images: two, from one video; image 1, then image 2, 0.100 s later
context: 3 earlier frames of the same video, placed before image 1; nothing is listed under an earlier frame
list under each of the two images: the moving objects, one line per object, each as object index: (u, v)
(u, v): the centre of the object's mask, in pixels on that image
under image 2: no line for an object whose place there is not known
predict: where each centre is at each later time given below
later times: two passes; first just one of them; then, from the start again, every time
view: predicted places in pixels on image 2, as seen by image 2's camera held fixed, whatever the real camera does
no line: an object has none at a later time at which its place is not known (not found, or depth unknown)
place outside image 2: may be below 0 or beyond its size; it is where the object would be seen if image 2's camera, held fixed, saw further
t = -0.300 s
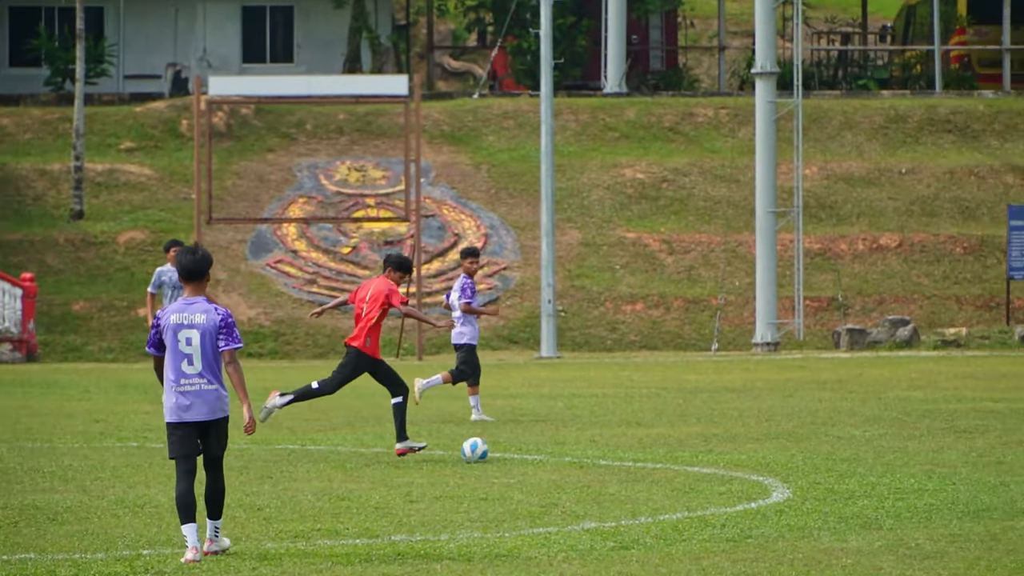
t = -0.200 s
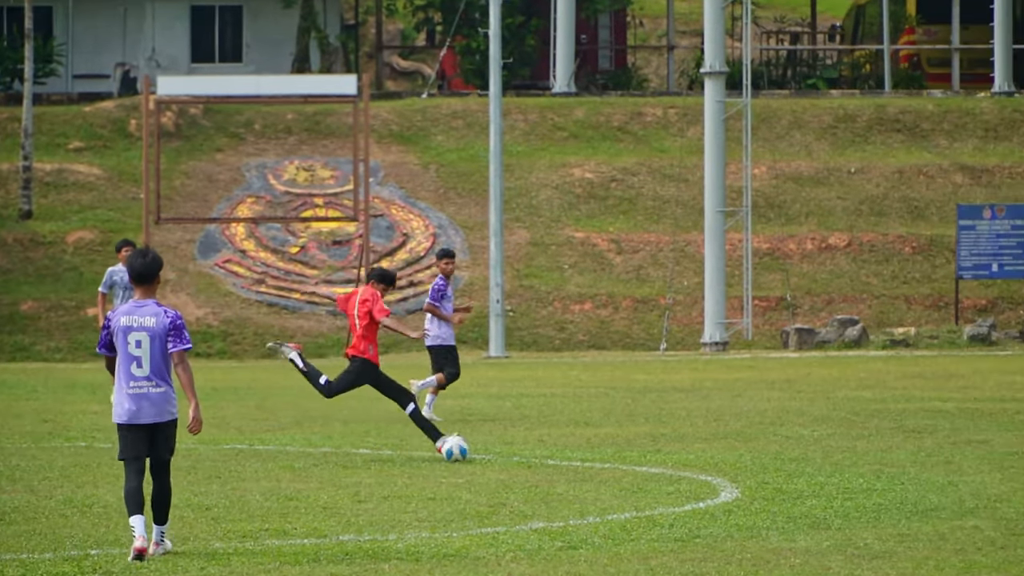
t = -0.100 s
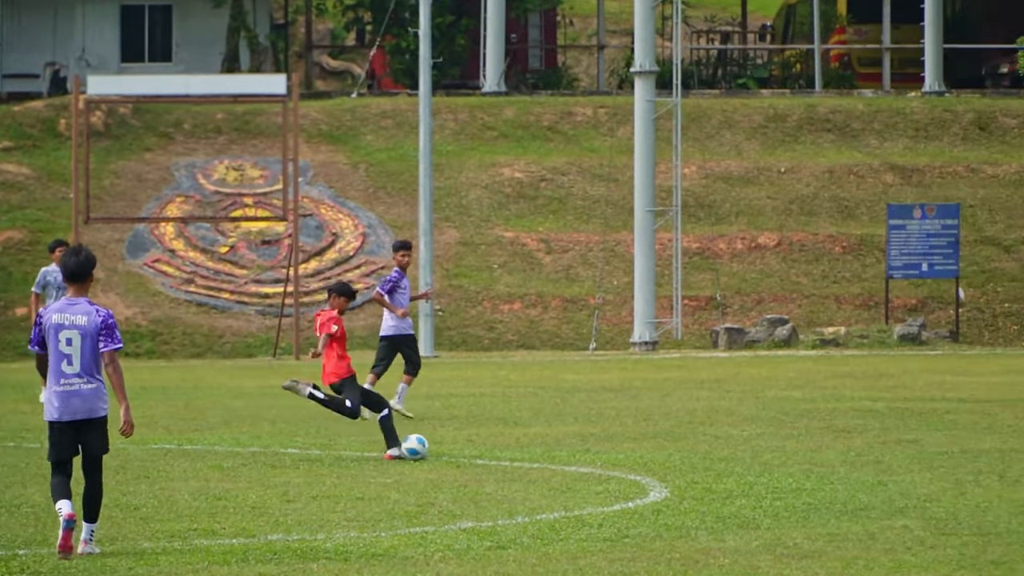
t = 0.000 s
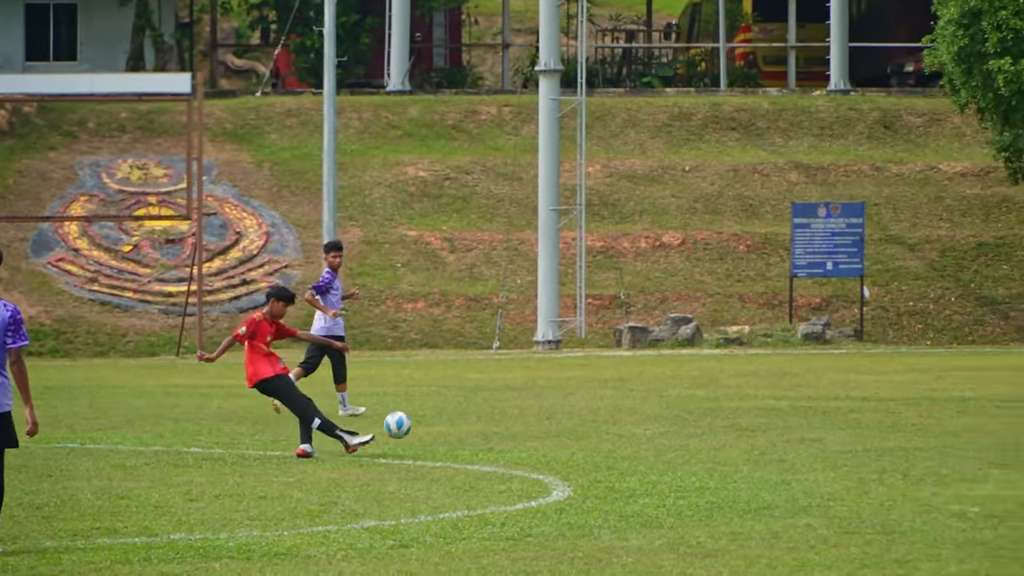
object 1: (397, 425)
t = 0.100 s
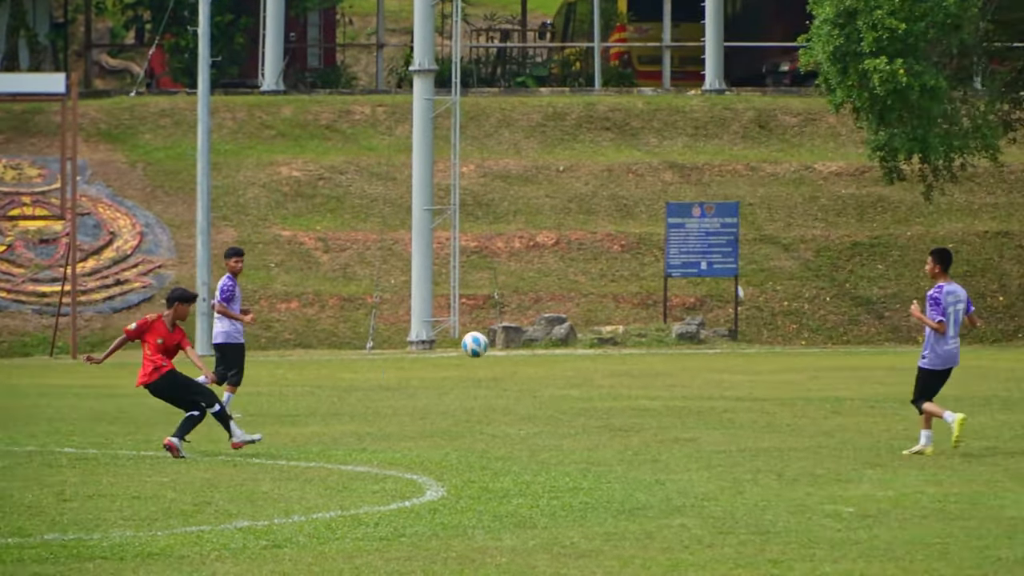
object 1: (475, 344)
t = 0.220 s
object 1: (699, 261)
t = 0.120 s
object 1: (513, 329)
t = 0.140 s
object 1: (552, 314)
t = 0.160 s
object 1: (590, 300)
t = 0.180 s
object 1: (627, 286)
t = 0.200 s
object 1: (663, 273)
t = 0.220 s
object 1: (699, 261)
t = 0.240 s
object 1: (734, 249)
